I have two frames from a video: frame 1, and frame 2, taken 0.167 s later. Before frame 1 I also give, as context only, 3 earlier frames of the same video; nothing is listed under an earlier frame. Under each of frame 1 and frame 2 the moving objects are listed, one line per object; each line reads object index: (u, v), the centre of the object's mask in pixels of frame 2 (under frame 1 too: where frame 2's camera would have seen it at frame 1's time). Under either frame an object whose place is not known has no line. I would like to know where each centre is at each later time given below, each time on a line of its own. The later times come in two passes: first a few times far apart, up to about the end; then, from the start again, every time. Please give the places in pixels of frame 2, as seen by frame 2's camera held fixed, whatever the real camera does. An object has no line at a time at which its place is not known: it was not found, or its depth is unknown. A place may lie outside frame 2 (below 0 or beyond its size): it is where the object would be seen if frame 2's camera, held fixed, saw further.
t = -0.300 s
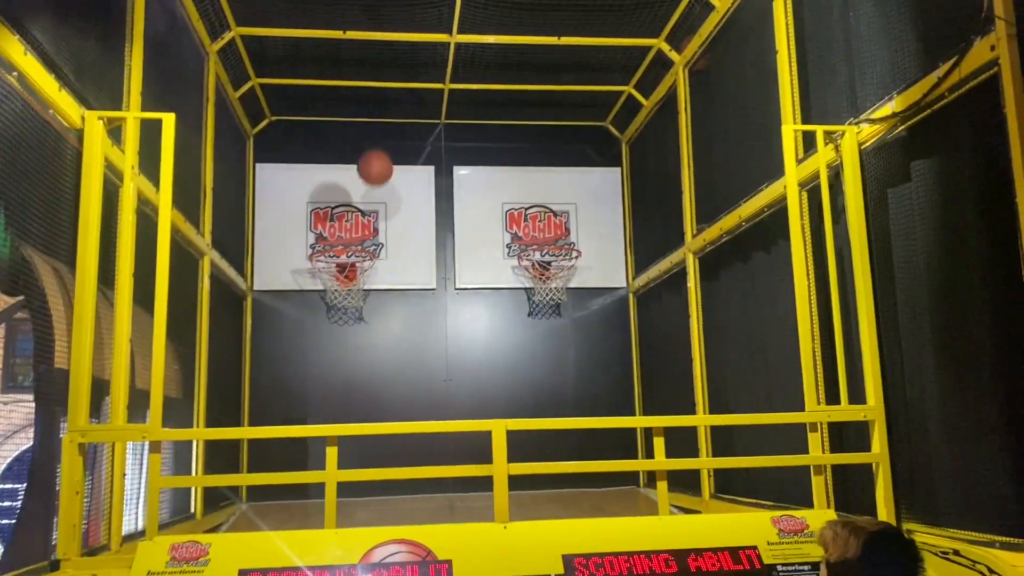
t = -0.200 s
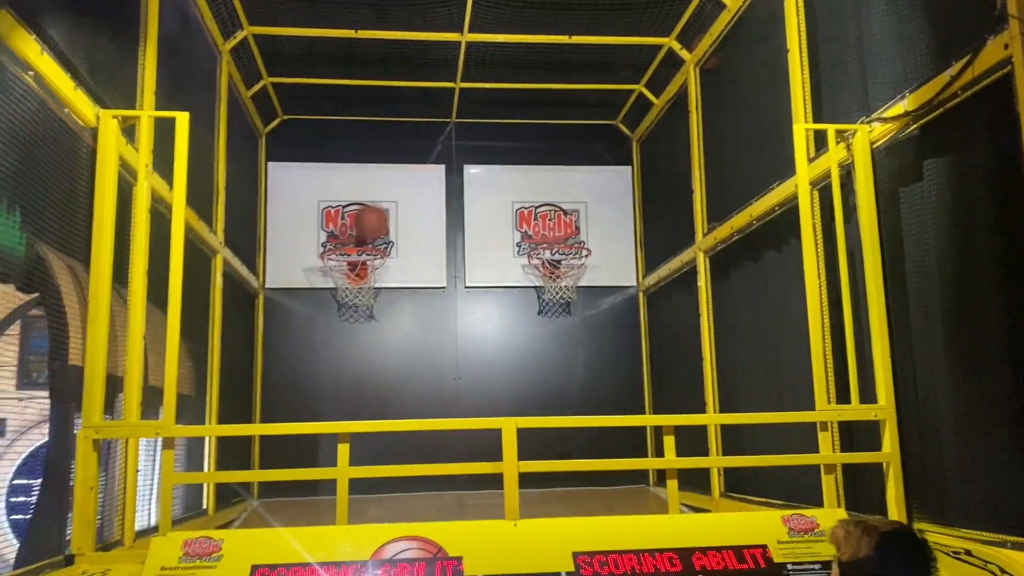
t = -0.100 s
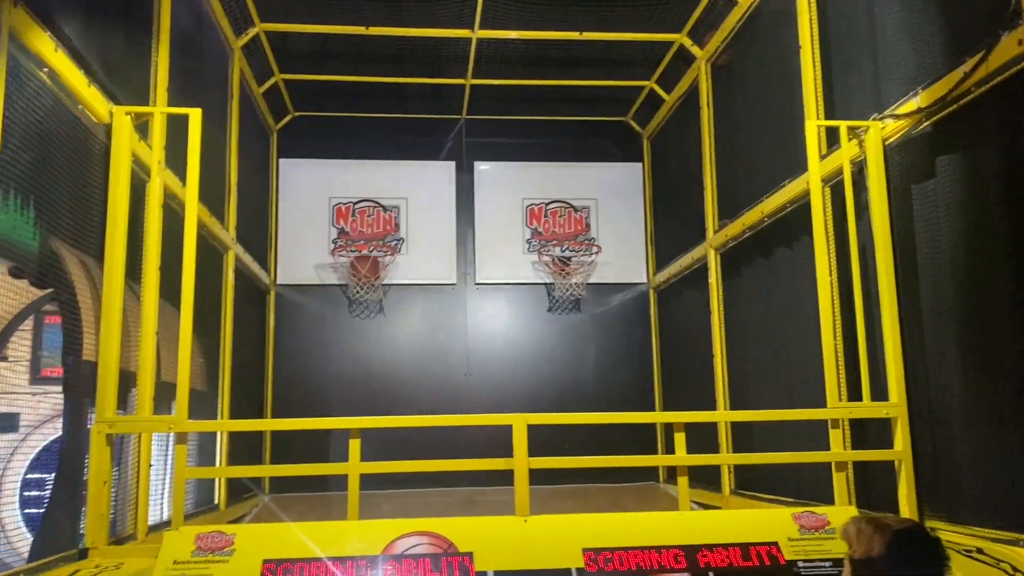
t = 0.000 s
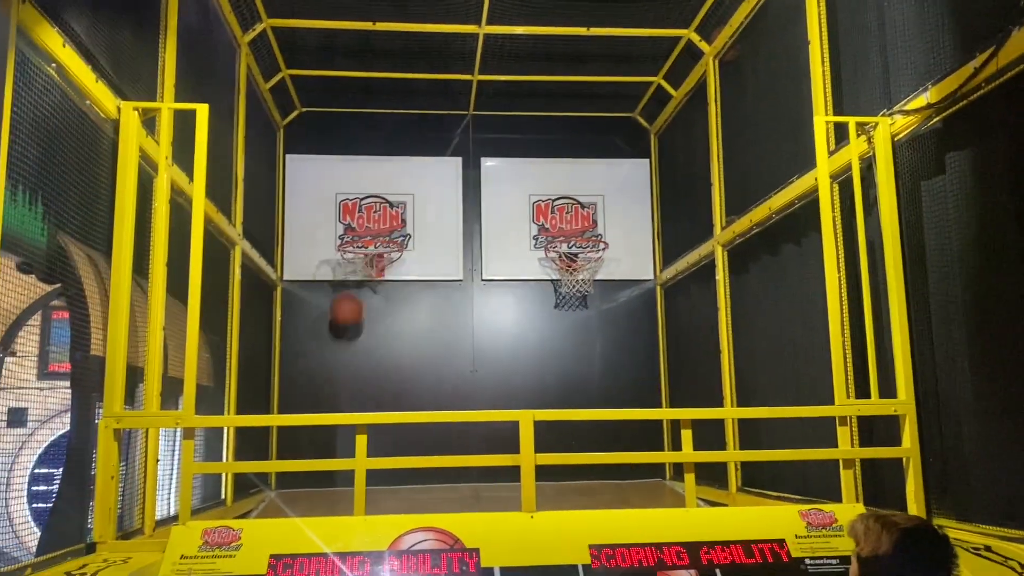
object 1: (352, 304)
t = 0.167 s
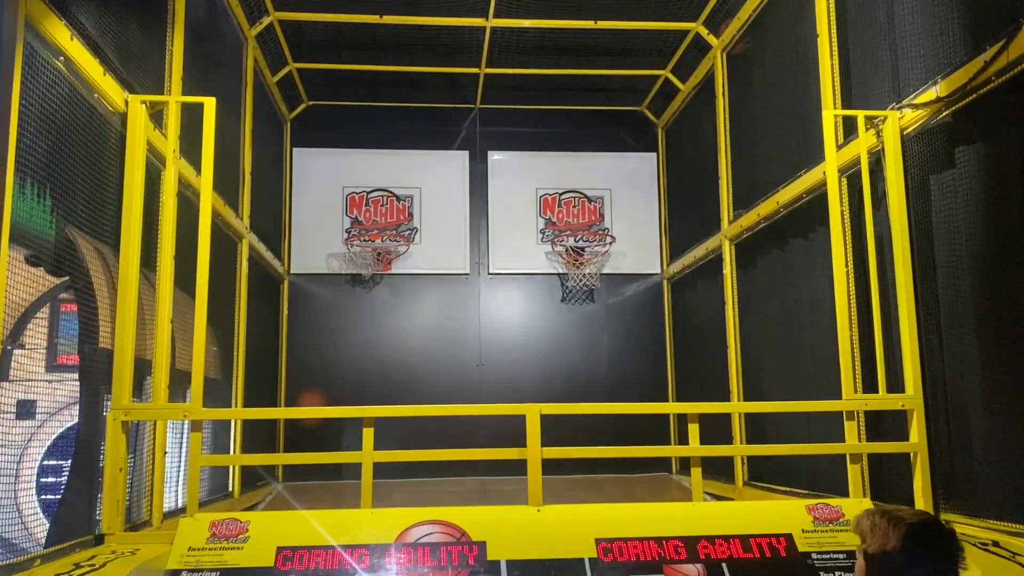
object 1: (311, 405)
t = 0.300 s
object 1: (280, 470)
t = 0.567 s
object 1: (268, 356)
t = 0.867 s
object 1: (331, 369)
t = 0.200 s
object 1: (302, 435)
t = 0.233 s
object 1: (292, 473)
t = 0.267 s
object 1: (281, 480)
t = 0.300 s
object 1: (280, 470)
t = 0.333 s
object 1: (272, 439)
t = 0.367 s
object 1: (267, 430)
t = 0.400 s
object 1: (263, 406)
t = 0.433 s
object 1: (260, 391)
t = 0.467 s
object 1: (257, 383)
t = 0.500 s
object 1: (258, 372)
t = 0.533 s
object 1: (262, 362)
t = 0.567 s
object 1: (268, 356)
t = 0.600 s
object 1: (276, 350)
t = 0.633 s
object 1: (284, 347)
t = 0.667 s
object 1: (291, 345)
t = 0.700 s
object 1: (298, 345)
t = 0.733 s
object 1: (305, 346)
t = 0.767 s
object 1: (312, 350)
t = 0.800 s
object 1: (318, 354)
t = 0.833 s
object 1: (325, 360)
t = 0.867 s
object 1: (331, 369)
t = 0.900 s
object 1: (337, 379)
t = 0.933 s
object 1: (343, 386)
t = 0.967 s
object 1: (349, 392)
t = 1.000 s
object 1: (353, 421)
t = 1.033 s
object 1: (355, 428)
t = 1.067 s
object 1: (360, 436)
